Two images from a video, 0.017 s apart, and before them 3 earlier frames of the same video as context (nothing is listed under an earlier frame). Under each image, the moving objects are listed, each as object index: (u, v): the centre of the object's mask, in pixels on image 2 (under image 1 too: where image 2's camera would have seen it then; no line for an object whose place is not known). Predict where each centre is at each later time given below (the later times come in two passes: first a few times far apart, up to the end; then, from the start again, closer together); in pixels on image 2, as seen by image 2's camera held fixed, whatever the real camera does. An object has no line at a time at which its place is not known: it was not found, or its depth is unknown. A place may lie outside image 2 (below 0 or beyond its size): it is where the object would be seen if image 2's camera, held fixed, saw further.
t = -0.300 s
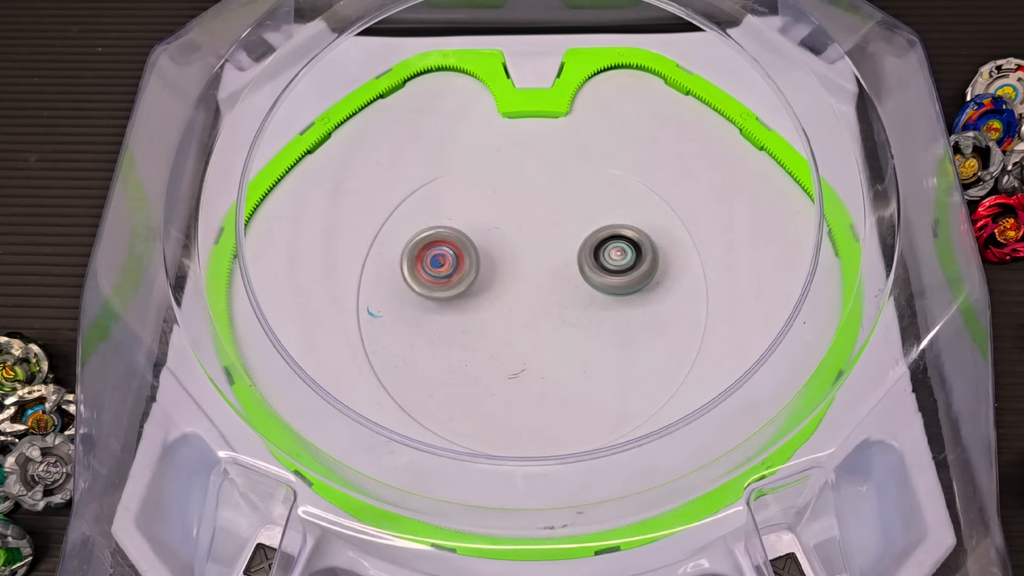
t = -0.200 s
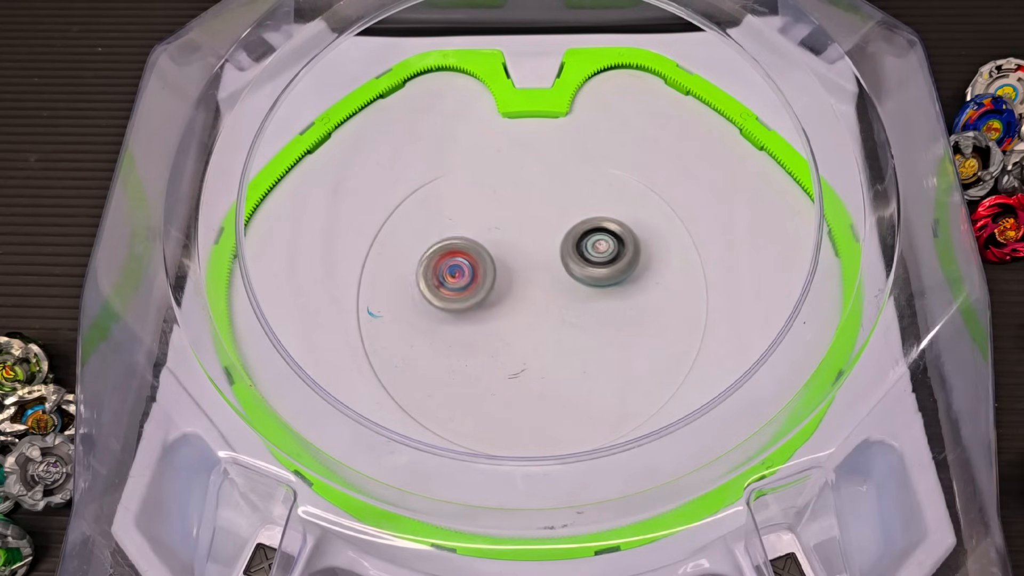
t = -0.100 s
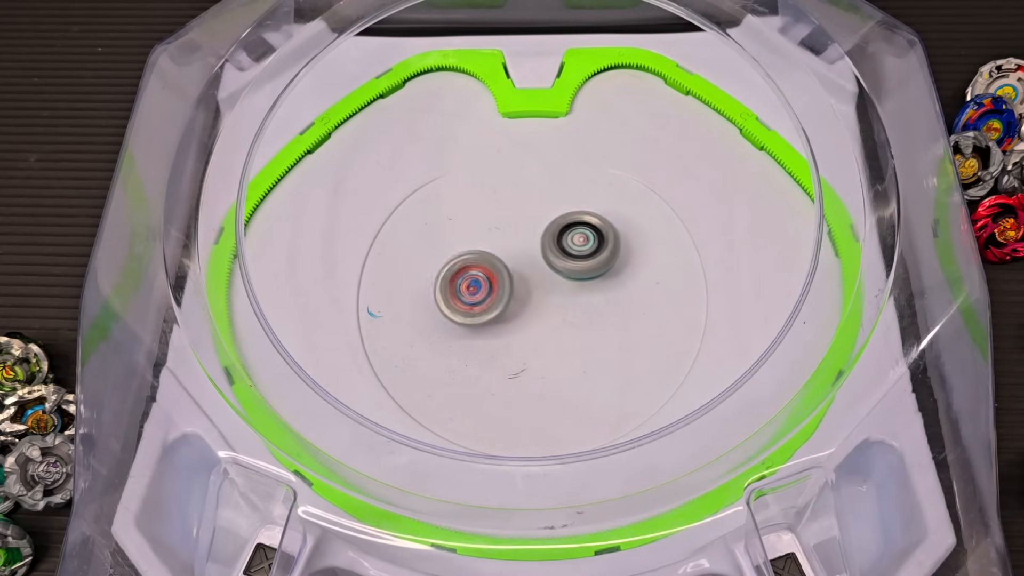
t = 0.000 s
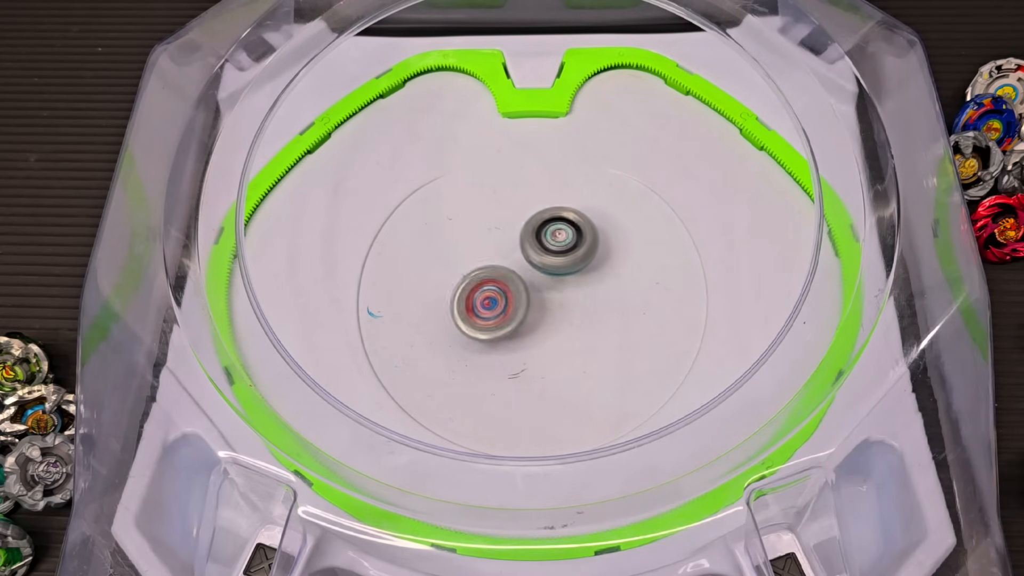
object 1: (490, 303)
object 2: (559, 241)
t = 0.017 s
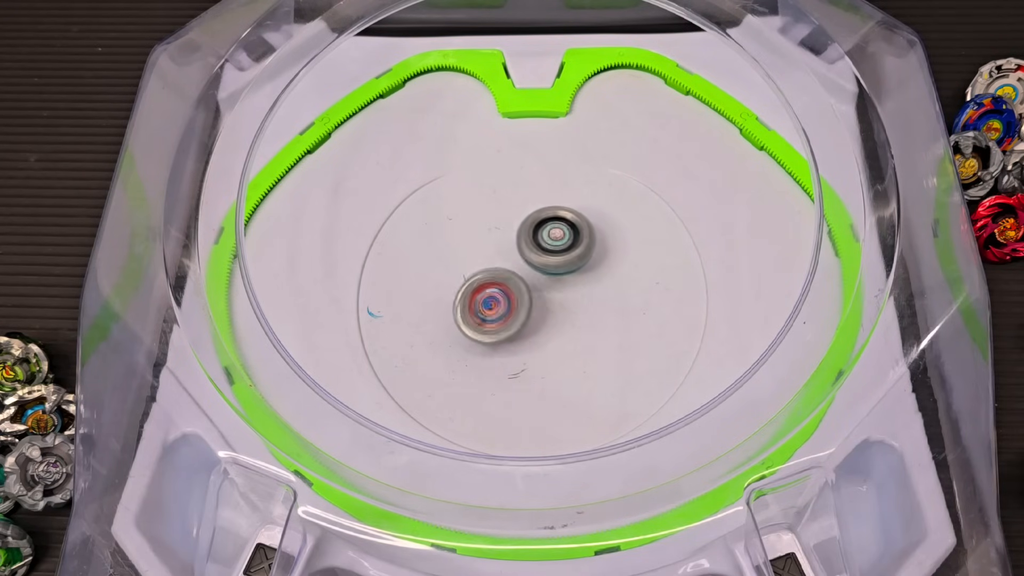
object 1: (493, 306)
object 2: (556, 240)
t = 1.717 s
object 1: (615, 328)
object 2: (515, 274)
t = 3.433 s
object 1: (559, 194)
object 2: (571, 269)
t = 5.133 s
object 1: (466, 307)
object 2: (567, 227)
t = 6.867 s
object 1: (566, 346)
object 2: (579, 217)
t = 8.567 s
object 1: (651, 257)
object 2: (492, 315)
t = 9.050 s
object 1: (599, 218)
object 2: (519, 323)
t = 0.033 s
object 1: (495, 309)
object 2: (552, 239)
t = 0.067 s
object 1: (500, 314)
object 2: (545, 238)
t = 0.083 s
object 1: (503, 316)
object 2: (542, 238)
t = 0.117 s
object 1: (507, 322)
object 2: (535, 237)
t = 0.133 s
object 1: (509, 324)
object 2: (532, 237)
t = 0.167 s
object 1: (514, 330)
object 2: (525, 237)
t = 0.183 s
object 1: (516, 332)
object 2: (522, 236)
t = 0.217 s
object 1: (520, 338)
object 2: (516, 237)
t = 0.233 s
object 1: (521, 340)
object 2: (513, 236)
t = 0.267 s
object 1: (525, 345)
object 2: (507, 237)
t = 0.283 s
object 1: (527, 347)
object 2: (504, 237)
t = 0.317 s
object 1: (529, 352)
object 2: (498, 237)
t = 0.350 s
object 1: (532, 356)
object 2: (494, 238)
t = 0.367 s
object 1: (533, 357)
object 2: (491, 238)
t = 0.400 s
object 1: (534, 361)
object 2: (486, 240)
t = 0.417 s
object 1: (535, 362)
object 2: (484, 240)
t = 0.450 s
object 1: (536, 364)
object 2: (481, 241)
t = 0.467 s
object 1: (537, 365)
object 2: (479, 242)
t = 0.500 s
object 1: (538, 365)
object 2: (477, 244)
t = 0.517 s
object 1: (538, 365)
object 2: (475, 245)
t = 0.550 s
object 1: (540, 365)
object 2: (473, 247)
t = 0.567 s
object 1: (541, 364)
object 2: (473, 248)
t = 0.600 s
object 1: (542, 364)
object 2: (471, 251)
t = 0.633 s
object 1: (543, 364)
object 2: (470, 253)
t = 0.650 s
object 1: (543, 364)
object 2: (470, 254)
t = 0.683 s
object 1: (544, 362)
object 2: (471, 258)
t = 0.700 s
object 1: (544, 361)
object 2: (471, 259)
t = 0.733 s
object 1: (545, 358)
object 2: (472, 263)
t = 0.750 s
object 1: (545, 356)
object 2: (474, 264)
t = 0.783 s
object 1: (546, 353)
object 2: (476, 267)
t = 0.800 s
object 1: (546, 351)
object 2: (477, 268)
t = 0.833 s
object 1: (548, 346)
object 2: (480, 271)
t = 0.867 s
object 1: (550, 340)
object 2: (483, 273)
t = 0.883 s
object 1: (550, 338)
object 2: (484, 275)
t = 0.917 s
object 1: (552, 333)
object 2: (487, 277)
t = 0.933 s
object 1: (553, 330)
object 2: (489, 278)
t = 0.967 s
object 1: (563, 332)
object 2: (487, 273)
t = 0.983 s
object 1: (577, 343)
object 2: (480, 263)
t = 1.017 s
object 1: (603, 362)
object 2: (471, 245)
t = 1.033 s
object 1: (611, 369)
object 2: (470, 239)
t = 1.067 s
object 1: (626, 378)
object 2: (469, 229)
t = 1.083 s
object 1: (630, 380)
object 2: (469, 226)
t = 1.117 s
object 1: (636, 379)
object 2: (470, 225)
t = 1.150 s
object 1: (642, 375)
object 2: (469, 226)
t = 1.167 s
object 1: (646, 375)
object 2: (468, 227)
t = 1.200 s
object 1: (652, 374)
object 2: (467, 227)
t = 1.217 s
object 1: (655, 374)
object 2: (466, 228)
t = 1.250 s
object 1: (660, 374)
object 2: (466, 229)
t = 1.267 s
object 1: (658, 372)
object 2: (466, 229)
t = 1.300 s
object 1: (654, 364)
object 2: (467, 231)
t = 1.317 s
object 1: (652, 361)
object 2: (468, 233)
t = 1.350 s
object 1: (650, 357)
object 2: (470, 235)
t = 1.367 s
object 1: (649, 356)
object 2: (471, 237)
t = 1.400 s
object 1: (649, 355)
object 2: (474, 239)
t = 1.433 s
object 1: (647, 355)
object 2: (476, 242)
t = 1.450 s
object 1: (646, 354)
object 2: (478, 244)
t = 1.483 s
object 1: (643, 354)
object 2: (482, 247)
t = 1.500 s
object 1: (641, 353)
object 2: (484, 249)
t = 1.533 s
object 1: (638, 351)
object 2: (488, 252)
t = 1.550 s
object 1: (635, 350)
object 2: (490, 254)
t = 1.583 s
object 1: (631, 347)
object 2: (495, 258)
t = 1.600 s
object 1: (629, 345)
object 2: (497, 260)
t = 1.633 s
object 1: (624, 340)
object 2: (502, 263)
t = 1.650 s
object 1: (623, 338)
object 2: (505, 266)
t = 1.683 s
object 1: (619, 334)
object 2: (510, 270)
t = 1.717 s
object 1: (615, 328)
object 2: (515, 274)
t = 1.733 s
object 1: (613, 325)
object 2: (518, 276)
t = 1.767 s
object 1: (610, 319)
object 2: (523, 280)
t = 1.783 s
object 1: (609, 316)
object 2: (525, 282)
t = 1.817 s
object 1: (612, 311)
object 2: (526, 284)
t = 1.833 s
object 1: (622, 310)
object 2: (519, 282)
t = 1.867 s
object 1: (643, 314)
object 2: (509, 276)
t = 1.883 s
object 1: (649, 314)
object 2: (507, 274)
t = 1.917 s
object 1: (657, 315)
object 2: (505, 272)
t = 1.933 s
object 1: (659, 315)
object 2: (505, 273)
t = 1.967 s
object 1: (658, 310)
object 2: (504, 275)
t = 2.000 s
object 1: (659, 303)
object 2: (504, 278)
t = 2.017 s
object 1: (660, 299)
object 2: (503, 280)
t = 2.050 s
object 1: (661, 295)
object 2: (502, 283)
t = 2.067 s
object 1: (662, 293)
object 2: (501, 284)
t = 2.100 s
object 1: (663, 289)
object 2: (501, 287)
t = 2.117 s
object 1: (665, 287)
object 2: (500, 288)
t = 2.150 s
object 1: (668, 283)
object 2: (500, 291)
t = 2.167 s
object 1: (670, 282)
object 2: (500, 292)
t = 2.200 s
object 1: (671, 280)
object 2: (499, 295)
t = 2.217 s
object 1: (672, 280)
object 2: (499, 296)
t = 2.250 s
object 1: (671, 278)
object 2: (499, 298)
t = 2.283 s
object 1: (669, 276)
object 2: (500, 301)
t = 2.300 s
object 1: (669, 276)
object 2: (500, 301)
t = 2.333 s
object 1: (668, 273)
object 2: (500, 303)
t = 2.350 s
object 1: (667, 273)
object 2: (501, 303)
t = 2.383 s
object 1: (666, 272)
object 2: (502, 305)
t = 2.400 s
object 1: (666, 271)
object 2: (502, 305)
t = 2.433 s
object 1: (662, 271)
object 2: (503, 307)
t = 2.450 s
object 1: (660, 270)
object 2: (504, 307)
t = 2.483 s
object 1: (656, 268)
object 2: (506, 308)
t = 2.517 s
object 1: (651, 267)
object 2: (507, 309)
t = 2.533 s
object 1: (648, 266)
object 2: (509, 309)
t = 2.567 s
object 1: (642, 263)
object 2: (510, 309)
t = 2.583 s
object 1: (640, 262)
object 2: (512, 309)
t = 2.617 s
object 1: (635, 259)
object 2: (514, 309)
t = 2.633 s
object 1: (632, 258)
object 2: (516, 308)
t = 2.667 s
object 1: (627, 255)
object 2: (518, 308)
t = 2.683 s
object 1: (624, 253)
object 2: (519, 307)
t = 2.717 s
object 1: (619, 250)
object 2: (522, 306)
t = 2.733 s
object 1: (616, 248)
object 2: (523, 305)
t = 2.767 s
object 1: (612, 244)
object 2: (526, 305)
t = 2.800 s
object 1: (607, 240)
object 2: (529, 303)
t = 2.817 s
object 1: (604, 238)
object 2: (530, 302)
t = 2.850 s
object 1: (600, 233)
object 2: (533, 301)
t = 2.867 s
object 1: (598, 230)
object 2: (535, 300)
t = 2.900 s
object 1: (594, 226)
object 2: (537, 298)
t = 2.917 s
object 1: (592, 223)
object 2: (539, 298)
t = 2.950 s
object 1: (588, 219)
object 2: (541, 296)
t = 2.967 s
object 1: (587, 217)
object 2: (543, 295)
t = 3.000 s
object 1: (584, 212)
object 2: (545, 293)
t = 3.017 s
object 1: (583, 210)
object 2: (547, 292)
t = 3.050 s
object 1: (580, 205)
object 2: (549, 290)
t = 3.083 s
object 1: (577, 201)
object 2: (552, 288)
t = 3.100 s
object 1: (576, 198)
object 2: (553, 287)
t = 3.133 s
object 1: (574, 195)
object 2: (555, 285)
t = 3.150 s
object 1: (573, 193)
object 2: (556, 285)
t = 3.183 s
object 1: (572, 191)
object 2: (558, 283)
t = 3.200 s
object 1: (571, 191)
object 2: (560, 282)
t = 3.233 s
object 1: (570, 190)
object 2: (562, 280)
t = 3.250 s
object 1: (569, 190)
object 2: (563, 279)
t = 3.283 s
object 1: (566, 191)
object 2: (565, 277)
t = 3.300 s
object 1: (565, 191)
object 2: (566, 276)
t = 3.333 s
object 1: (563, 191)
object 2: (567, 274)
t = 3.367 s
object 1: (561, 191)
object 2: (569, 272)
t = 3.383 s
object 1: (561, 192)
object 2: (569, 272)
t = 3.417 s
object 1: (560, 193)
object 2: (570, 270)
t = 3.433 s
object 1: (559, 194)
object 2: (571, 269)
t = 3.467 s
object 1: (556, 192)
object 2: (572, 272)
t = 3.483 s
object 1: (555, 183)
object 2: (572, 284)
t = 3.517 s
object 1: (553, 172)
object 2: (571, 302)
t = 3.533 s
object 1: (552, 169)
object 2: (571, 309)
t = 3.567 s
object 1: (550, 169)
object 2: (571, 317)
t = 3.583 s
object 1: (548, 169)
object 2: (571, 319)
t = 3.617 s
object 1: (543, 171)
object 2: (573, 323)
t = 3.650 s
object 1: (540, 172)
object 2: (574, 327)
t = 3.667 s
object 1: (538, 173)
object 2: (574, 330)
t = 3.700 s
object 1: (534, 174)
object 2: (575, 334)
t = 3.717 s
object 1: (533, 175)
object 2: (575, 335)
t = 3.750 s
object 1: (529, 177)
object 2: (574, 339)
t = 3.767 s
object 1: (528, 178)
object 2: (574, 340)
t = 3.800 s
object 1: (524, 181)
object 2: (573, 343)
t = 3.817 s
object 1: (522, 183)
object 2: (572, 344)
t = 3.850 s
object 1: (519, 186)
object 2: (570, 346)
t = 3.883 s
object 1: (514, 189)
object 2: (568, 348)
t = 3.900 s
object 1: (512, 192)
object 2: (567, 348)
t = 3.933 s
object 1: (508, 196)
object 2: (564, 349)
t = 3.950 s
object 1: (506, 197)
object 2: (563, 349)
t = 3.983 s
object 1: (501, 201)
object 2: (560, 348)
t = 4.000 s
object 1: (499, 203)
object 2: (558, 348)
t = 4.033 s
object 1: (495, 207)
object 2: (555, 346)
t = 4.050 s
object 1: (493, 209)
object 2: (553, 345)
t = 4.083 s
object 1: (489, 212)
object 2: (549, 343)
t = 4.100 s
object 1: (486, 214)
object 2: (547, 342)
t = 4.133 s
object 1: (482, 218)
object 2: (544, 338)
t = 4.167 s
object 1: (477, 221)
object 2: (541, 335)
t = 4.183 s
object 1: (475, 223)
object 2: (539, 333)
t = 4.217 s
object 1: (471, 226)
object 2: (537, 329)
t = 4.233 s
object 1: (469, 228)
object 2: (535, 327)
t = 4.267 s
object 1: (465, 231)
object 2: (533, 322)
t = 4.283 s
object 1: (462, 233)
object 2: (532, 320)
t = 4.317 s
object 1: (458, 236)
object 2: (530, 314)
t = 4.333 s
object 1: (456, 238)
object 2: (529, 311)
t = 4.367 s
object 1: (452, 240)
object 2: (527, 306)
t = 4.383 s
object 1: (450, 241)
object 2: (527, 303)
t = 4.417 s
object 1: (448, 243)
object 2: (526, 297)
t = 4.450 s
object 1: (445, 246)
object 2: (525, 291)
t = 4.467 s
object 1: (444, 247)
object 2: (525, 288)
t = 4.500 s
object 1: (442, 249)
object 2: (525, 282)
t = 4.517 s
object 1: (441, 250)
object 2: (525, 279)
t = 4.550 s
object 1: (440, 252)
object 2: (525, 273)
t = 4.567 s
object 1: (440, 252)
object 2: (525, 269)
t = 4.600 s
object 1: (440, 254)
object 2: (527, 264)
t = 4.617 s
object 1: (439, 255)
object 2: (527, 261)
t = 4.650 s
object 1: (439, 256)
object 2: (528, 255)
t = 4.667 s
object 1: (439, 257)
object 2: (529, 253)
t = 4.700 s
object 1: (439, 259)
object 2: (531, 248)
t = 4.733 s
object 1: (439, 261)
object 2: (533, 243)
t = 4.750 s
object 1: (440, 262)
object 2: (534, 241)
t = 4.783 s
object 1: (441, 265)
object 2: (537, 237)
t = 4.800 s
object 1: (442, 267)
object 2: (538, 236)
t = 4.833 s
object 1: (444, 270)
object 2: (541, 232)
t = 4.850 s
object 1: (445, 271)
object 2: (543, 230)
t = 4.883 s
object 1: (447, 275)
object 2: (545, 228)
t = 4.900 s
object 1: (448, 277)
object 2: (547, 226)
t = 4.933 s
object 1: (451, 281)
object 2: (550, 225)
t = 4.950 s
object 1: (452, 283)
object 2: (551, 224)
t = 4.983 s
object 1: (455, 287)
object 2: (555, 223)
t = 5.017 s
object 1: (457, 292)
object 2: (557, 223)
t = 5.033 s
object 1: (458, 294)
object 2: (559, 223)
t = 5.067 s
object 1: (461, 298)
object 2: (562, 224)
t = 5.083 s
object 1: (462, 300)
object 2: (563, 224)
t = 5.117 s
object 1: (465, 305)
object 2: (566, 226)
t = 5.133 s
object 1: (466, 307)
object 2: (567, 227)
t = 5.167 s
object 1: (468, 311)
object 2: (569, 229)
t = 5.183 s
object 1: (470, 313)
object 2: (570, 231)
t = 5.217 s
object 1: (472, 318)
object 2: (572, 234)
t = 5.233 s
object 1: (473, 319)
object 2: (573, 236)
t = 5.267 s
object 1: (476, 323)
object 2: (574, 239)
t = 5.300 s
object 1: (478, 328)
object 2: (575, 243)
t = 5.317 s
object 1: (478, 329)
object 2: (575, 245)
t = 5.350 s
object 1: (481, 333)
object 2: (575, 250)
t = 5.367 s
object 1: (482, 334)
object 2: (575, 252)
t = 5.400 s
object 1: (483, 337)
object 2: (575, 256)
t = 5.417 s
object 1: (485, 338)
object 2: (575, 258)
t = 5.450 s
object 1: (486, 340)
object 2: (574, 263)
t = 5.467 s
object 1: (487, 341)
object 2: (573, 266)
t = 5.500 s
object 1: (488, 343)
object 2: (572, 270)
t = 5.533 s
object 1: (490, 344)
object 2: (570, 275)
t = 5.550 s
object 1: (491, 344)
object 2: (568, 277)
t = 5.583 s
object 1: (492, 345)
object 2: (566, 282)
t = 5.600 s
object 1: (493, 344)
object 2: (564, 284)
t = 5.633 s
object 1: (494, 345)
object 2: (561, 288)
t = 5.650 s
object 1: (495, 345)
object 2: (559, 290)
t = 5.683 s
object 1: (494, 347)
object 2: (558, 292)
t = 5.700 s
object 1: (491, 349)
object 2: (560, 291)
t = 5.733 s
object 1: (488, 349)
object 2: (561, 291)
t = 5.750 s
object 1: (489, 349)
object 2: (560, 291)
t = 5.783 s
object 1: (493, 348)
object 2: (556, 293)
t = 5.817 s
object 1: (496, 349)
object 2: (553, 293)
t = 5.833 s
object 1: (496, 350)
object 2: (552, 293)
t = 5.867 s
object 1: (495, 349)
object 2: (551, 293)
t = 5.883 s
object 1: (493, 350)
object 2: (550, 291)
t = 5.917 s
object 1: (492, 349)
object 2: (551, 286)
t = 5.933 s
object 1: (493, 347)
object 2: (551, 286)
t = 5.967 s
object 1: (497, 346)
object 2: (550, 284)
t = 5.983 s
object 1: (499, 346)
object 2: (549, 282)
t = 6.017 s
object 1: (502, 346)
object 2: (548, 280)
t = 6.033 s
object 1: (502, 345)
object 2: (547, 278)
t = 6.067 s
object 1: (504, 342)
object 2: (546, 276)
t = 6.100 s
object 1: (511, 340)
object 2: (545, 272)
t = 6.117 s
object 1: (511, 341)
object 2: (546, 269)
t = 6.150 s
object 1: (500, 355)
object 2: (559, 248)
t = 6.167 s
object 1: (495, 358)
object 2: (564, 240)
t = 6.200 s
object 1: (490, 361)
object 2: (572, 228)
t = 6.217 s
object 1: (489, 360)
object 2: (574, 223)
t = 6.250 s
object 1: (493, 358)
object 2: (575, 216)
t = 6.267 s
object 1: (497, 357)
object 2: (575, 212)
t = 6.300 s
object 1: (502, 358)
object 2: (577, 205)
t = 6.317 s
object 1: (503, 359)
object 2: (578, 202)
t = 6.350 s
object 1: (505, 360)
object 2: (580, 197)
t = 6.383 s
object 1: (508, 360)
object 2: (582, 192)
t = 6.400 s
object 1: (509, 359)
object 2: (583, 190)
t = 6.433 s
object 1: (513, 360)
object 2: (584, 187)
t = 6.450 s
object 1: (515, 360)
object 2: (585, 185)
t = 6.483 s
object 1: (518, 360)
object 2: (587, 183)
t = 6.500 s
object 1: (519, 359)
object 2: (588, 182)
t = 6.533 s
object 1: (523, 358)
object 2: (589, 182)
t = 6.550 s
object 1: (525, 358)
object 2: (589, 181)
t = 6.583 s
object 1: (529, 357)
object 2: (590, 182)
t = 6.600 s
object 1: (531, 356)
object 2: (591, 182)
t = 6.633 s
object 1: (535, 355)
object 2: (591, 184)
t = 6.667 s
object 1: (539, 353)
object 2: (591, 187)
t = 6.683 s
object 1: (541, 352)
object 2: (591, 189)
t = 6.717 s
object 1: (546, 351)
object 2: (590, 193)
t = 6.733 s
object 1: (548, 351)
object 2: (590, 195)
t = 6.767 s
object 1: (553, 350)
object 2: (588, 200)
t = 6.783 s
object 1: (555, 349)
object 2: (587, 202)
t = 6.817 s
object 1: (559, 347)
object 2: (584, 208)
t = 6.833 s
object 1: (562, 346)
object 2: (583, 211)
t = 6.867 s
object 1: (566, 346)
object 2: (579, 217)
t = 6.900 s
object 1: (570, 344)
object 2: (575, 224)
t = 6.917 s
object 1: (572, 343)
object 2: (573, 228)
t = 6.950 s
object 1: (577, 342)
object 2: (568, 235)
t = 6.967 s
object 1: (578, 341)
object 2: (565, 239)
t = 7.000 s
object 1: (582, 340)
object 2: (559, 246)
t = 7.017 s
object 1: (584, 340)
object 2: (556, 250)
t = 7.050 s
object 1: (587, 338)
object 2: (549, 257)
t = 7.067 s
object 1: (588, 337)
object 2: (546, 261)
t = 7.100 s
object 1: (591, 336)
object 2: (538, 267)
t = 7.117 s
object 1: (592, 335)
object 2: (535, 270)
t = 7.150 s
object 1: (595, 334)
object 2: (527, 277)
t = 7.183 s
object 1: (596, 333)
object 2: (519, 282)
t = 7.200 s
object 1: (597, 332)
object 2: (515, 285)
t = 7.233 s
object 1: (599, 331)
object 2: (506, 290)
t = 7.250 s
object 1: (599, 330)
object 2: (502, 292)
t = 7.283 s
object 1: (600, 329)
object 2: (494, 296)
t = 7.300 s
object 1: (601, 328)
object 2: (490, 298)
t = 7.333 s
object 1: (601, 326)
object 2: (482, 301)
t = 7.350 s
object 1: (602, 325)
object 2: (478, 302)
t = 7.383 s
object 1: (602, 323)
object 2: (471, 304)
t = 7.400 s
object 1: (602, 322)
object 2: (467, 305)
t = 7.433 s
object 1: (603, 320)
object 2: (461, 306)
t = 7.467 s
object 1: (604, 317)
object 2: (455, 307)
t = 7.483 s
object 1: (604, 315)
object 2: (453, 307)
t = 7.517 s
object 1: (604, 313)
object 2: (448, 307)
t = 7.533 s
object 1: (605, 311)
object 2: (446, 306)
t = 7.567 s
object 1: (604, 308)
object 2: (443, 305)
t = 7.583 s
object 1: (605, 306)
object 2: (441, 305)
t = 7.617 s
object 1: (605, 303)
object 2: (439, 303)
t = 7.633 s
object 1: (605, 301)
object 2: (438, 302)
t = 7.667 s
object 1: (606, 297)
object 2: (437, 300)
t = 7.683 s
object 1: (606, 296)
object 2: (436, 299)
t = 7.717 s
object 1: (606, 291)
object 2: (437, 296)
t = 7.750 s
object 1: (606, 288)
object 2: (438, 294)
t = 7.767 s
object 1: (606, 286)
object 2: (439, 293)
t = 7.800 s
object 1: (607, 282)
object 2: (441, 290)
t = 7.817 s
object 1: (607, 281)
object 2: (443, 289)
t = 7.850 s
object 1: (608, 277)
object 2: (447, 286)
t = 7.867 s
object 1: (608, 275)
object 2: (448, 285)
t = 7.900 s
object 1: (608, 272)
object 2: (454, 283)
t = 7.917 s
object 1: (608, 271)
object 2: (456, 282)
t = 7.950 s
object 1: (609, 268)
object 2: (462, 281)
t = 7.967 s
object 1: (609, 268)
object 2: (465, 279)
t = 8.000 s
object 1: (609, 265)
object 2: (473, 278)
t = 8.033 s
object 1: (608, 263)
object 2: (481, 277)
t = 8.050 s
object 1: (608, 262)
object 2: (484, 277)
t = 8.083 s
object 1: (608, 260)
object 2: (493, 276)
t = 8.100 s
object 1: (608, 259)
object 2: (497, 276)
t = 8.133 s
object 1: (608, 258)
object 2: (506, 277)
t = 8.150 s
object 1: (608, 258)
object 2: (511, 277)
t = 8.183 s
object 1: (607, 257)
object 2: (521, 278)
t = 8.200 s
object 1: (606, 256)
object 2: (526, 279)
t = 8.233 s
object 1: (624, 253)
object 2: (515, 280)
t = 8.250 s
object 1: (637, 251)
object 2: (506, 282)
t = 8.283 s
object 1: (654, 250)
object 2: (495, 284)
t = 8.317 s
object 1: (662, 251)
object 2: (490, 286)
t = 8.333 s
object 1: (662, 253)
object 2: (490, 288)
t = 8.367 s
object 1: (659, 254)
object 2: (492, 292)
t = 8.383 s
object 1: (657, 253)
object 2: (492, 295)
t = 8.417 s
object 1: (656, 251)
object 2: (492, 299)
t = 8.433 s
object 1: (655, 251)
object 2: (492, 301)
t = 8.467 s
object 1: (656, 251)
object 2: (492, 304)
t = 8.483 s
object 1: (656, 252)
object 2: (492, 307)
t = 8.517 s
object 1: (655, 254)
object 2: (492, 310)
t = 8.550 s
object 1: (653, 256)
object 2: (493, 314)
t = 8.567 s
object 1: (651, 257)
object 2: (492, 315)
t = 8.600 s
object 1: (648, 258)
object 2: (493, 318)
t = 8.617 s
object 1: (646, 258)
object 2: (493, 319)
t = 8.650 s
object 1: (642, 259)
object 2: (494, 322)
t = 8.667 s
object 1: (640, 259)
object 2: (494, 323)
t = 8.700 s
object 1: (635, 259)
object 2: (495, 325)
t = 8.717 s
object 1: (632, 258)
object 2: (496, 326)
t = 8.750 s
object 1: (626, 256)
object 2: (497, 328)
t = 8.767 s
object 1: (624, 256)
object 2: (497, 329)
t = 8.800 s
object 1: (618, 253)
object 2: (499, 330)
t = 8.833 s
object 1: (613, 249)
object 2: (501, 330)
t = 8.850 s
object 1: (612, 247)
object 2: (502, 330)
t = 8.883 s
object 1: (608, 242)
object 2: (505, 330)
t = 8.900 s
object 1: (606, 240)
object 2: (506, 330)
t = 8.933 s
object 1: (603, 234)
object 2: (509, 329)
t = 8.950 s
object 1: (602, 232)
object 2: (510, 328)
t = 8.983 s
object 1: (601, 227)
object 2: (513, 327)
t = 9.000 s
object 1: (600, 225)
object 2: (514, 326)
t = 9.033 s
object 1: (598, 219)
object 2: (517, 324)
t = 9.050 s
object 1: (599, 218)
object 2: (519, 323)
